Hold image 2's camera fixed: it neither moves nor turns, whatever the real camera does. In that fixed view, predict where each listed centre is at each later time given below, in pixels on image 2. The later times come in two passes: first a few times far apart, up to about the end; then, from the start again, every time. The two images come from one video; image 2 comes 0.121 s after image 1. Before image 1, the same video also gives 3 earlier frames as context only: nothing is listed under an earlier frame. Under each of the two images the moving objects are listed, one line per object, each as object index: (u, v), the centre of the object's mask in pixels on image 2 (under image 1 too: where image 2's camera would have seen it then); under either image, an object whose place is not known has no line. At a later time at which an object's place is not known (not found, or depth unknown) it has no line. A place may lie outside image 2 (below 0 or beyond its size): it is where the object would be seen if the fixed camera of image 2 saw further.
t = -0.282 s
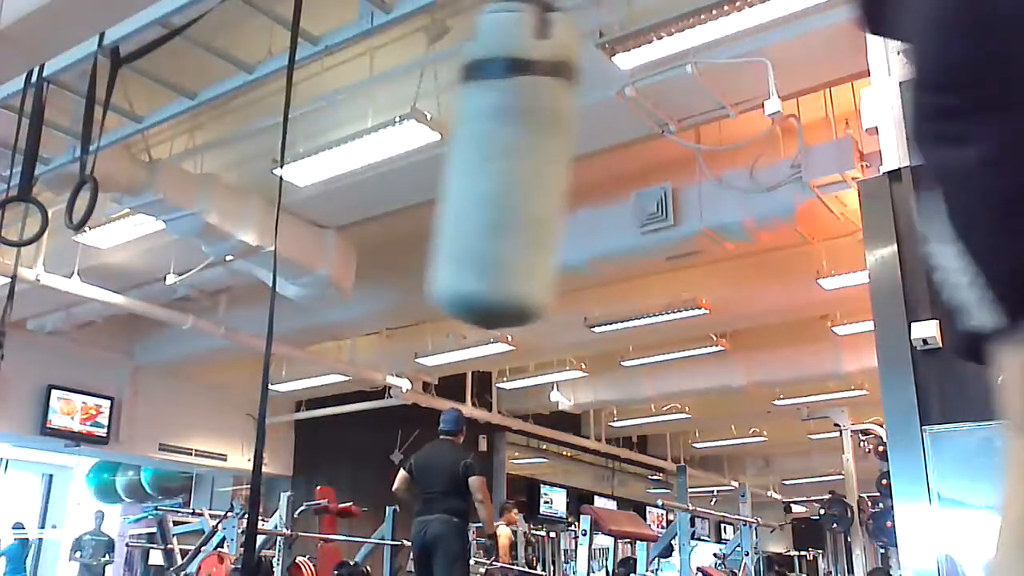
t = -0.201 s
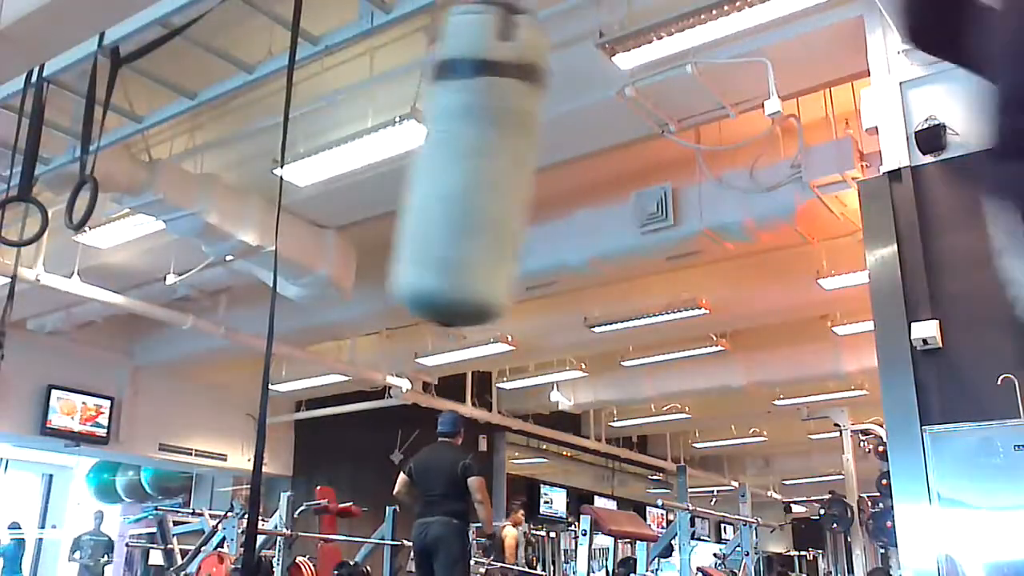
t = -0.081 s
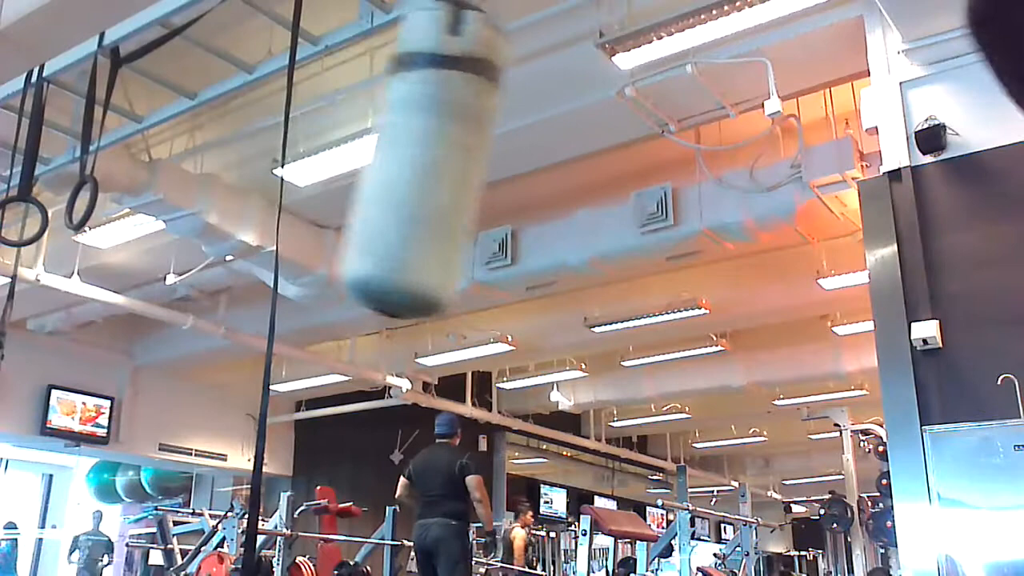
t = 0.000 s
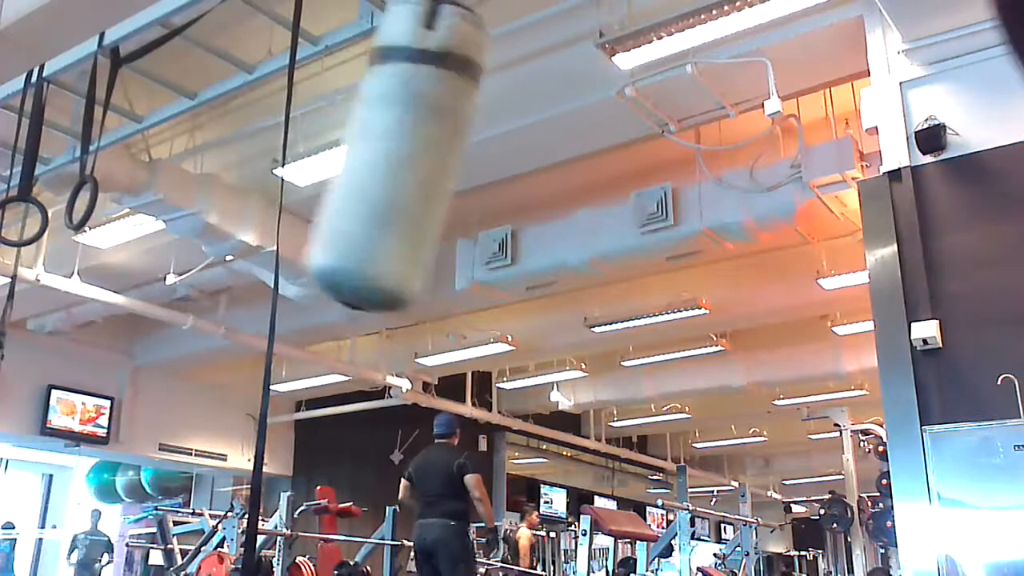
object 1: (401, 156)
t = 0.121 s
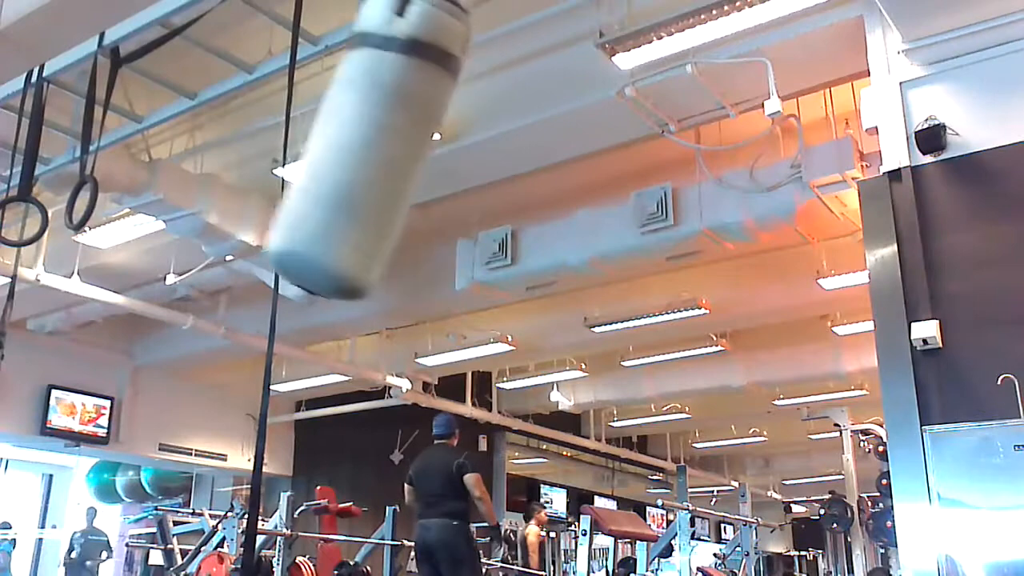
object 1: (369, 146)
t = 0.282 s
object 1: (342, 141)
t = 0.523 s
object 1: (351, 138)
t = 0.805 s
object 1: (454, 139)
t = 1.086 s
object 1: (623, 127)
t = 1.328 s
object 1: (749, 111)
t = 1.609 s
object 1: (799, 109)
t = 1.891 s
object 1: (739, 136)
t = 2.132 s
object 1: (632, 160)
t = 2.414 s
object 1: (497, 169)
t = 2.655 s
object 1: (403, 155)
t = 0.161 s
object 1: (361, 144)
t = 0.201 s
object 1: (355, 143)
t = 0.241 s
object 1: (347, 142)
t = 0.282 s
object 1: (342, 141)
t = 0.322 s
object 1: (339, 141)
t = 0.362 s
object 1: (340, 140)
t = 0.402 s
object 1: (340, 140)
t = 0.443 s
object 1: (342, 139)
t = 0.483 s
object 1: (345, 138)
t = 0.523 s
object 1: (351, 138)
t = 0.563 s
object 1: (360, 139)
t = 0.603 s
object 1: (373, 140)
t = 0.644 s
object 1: (387, 140)
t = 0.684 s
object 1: (400, 140)
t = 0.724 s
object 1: (415, 139)
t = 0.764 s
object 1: (437, 139)
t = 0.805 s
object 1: (454, 139)
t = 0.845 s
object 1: (475, 138)
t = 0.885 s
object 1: (500, 137)
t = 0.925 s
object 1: (517, 133)
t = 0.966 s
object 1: (542, 131)
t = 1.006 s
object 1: (572, 132)
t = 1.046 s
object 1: (593, 129)
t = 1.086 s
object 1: (623, 127)
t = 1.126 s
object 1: (648, 122)
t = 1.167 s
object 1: (669, 119)
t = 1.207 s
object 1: (696, 119)
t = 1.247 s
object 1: (713, 115)
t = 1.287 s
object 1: (735, 114)
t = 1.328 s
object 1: (749, 111)
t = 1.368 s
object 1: (768, 110)
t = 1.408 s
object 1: (774, 107)
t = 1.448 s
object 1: (785, 105)
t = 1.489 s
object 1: (792, 104)
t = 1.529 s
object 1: (795, 105)
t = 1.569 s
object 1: (796, 106)
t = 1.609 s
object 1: (799, 109)
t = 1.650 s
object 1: (798, 111)
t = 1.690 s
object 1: (791, 115)
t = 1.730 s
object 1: (783, 119)
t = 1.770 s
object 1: (775, 122)
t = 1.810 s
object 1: (763, 127)
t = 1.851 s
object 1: (754, 133)
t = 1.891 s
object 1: (739, 136)
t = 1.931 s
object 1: (720, 138)
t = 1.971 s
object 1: (708, 144)
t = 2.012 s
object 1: (688, 149)
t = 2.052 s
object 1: (673, 154)
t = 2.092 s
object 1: (655, 158)
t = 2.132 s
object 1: (632, 160)
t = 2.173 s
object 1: (616, 162)
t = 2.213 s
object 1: (596, 165)
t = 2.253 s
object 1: (577, 168)
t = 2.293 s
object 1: (553, 168)
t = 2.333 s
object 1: (534, 169)
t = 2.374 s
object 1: (516, 169)
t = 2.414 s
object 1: (497, 169)
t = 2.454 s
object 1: (480, 167)
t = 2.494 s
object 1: (463, 164)
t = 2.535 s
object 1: (445, 160)
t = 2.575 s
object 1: (433, 158)
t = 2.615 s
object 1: (415, 155)
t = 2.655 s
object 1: (403, 155)
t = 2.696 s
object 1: (387, 151)
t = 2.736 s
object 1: (377, 150)
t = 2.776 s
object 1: (366, 146)
